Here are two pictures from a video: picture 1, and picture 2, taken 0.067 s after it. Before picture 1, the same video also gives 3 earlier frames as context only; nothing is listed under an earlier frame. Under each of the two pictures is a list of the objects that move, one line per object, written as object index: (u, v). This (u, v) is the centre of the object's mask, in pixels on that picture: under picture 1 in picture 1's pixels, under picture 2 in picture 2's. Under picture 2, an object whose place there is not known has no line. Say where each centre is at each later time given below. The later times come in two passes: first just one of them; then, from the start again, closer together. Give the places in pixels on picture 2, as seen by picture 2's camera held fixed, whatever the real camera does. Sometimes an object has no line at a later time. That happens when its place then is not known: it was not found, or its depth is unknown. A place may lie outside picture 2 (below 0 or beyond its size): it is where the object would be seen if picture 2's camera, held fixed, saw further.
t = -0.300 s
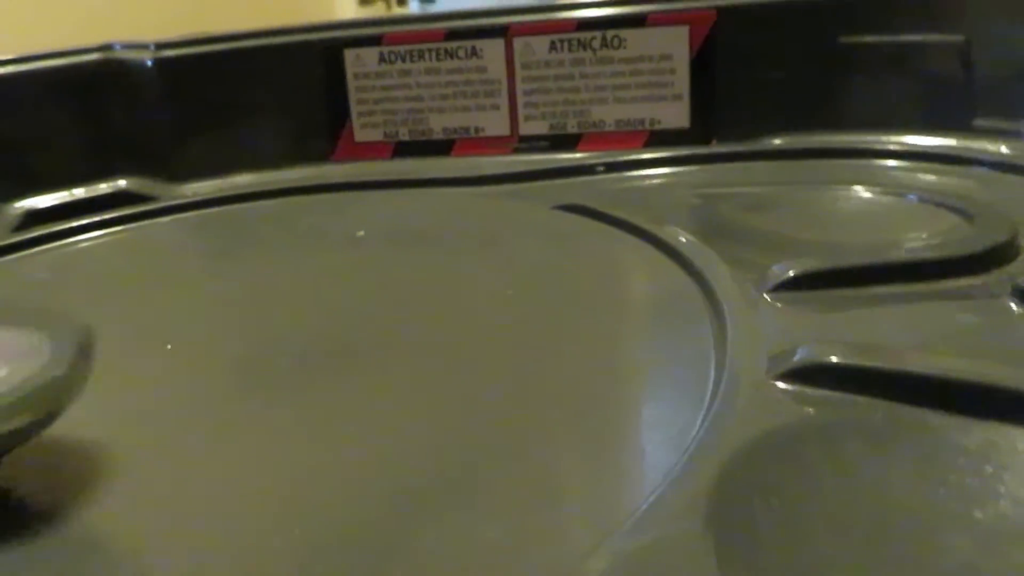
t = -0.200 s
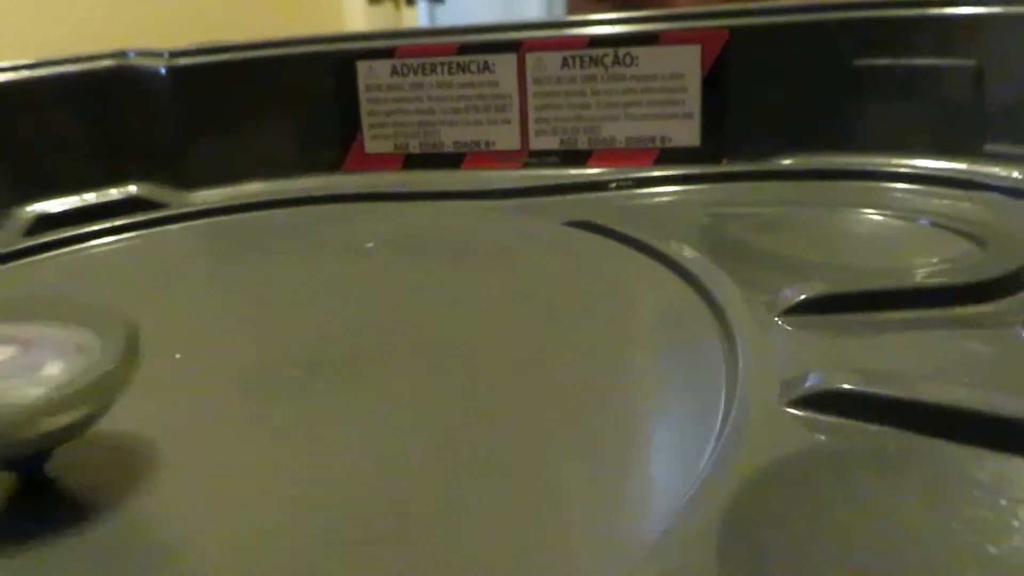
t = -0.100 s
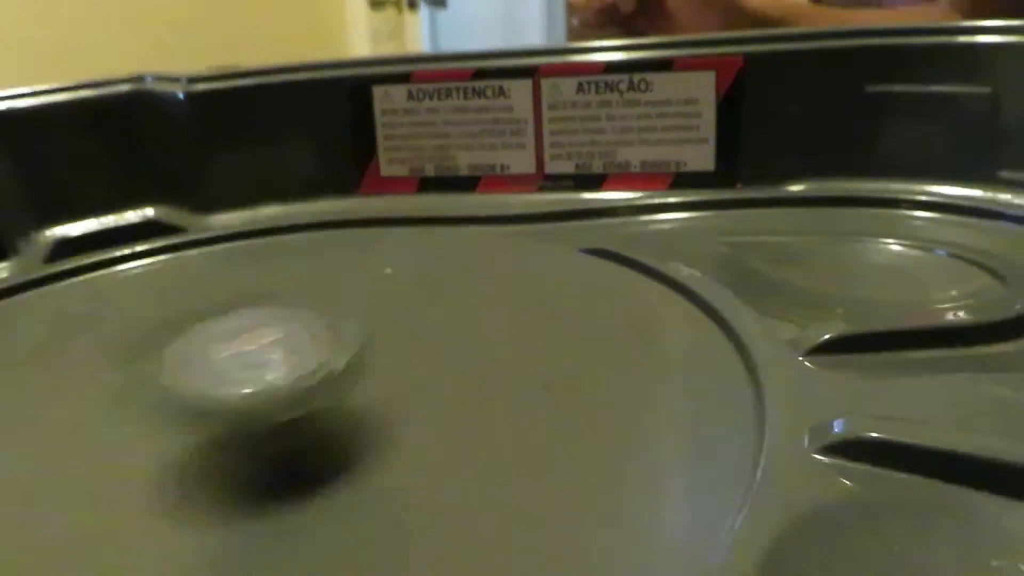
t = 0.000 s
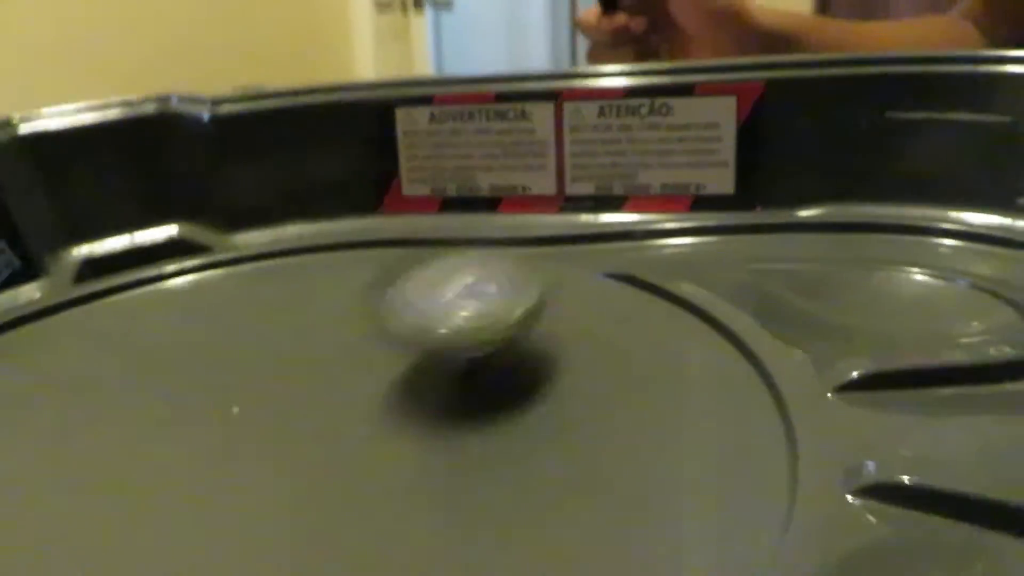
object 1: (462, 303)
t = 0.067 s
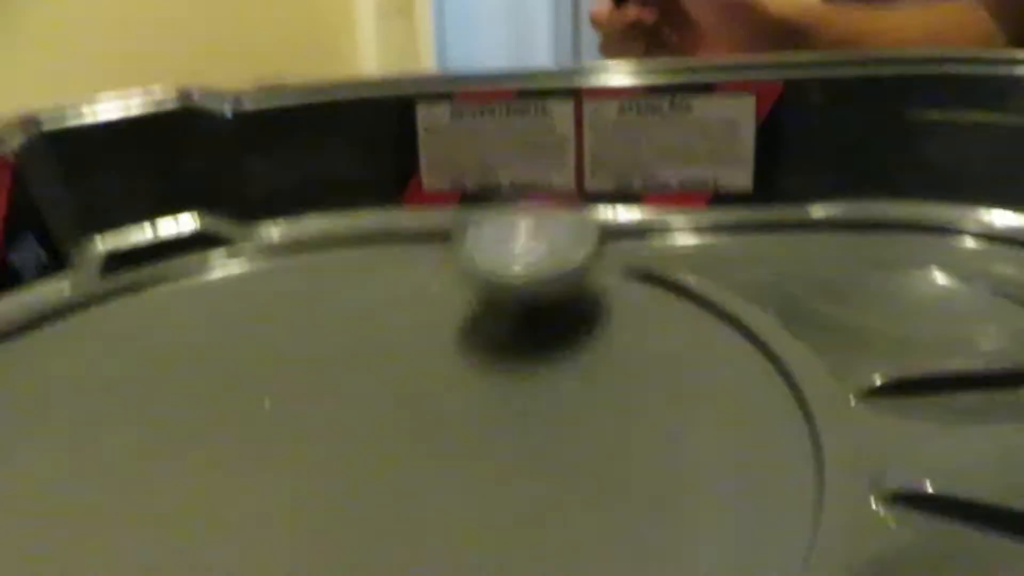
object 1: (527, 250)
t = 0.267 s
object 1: (478, 220)
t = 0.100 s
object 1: (529, 229)
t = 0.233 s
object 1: (493, 212)
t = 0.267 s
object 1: (478, 220)
